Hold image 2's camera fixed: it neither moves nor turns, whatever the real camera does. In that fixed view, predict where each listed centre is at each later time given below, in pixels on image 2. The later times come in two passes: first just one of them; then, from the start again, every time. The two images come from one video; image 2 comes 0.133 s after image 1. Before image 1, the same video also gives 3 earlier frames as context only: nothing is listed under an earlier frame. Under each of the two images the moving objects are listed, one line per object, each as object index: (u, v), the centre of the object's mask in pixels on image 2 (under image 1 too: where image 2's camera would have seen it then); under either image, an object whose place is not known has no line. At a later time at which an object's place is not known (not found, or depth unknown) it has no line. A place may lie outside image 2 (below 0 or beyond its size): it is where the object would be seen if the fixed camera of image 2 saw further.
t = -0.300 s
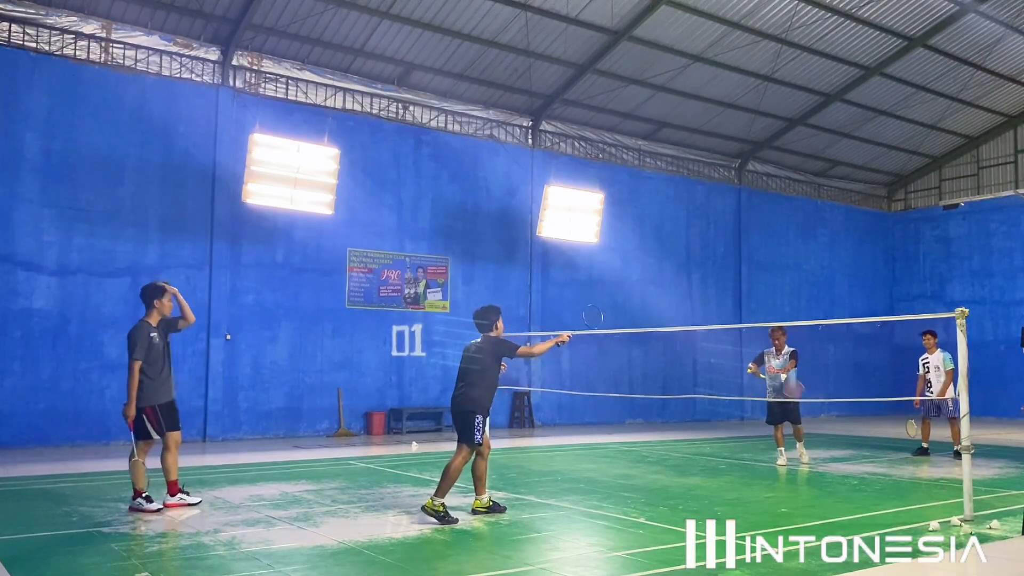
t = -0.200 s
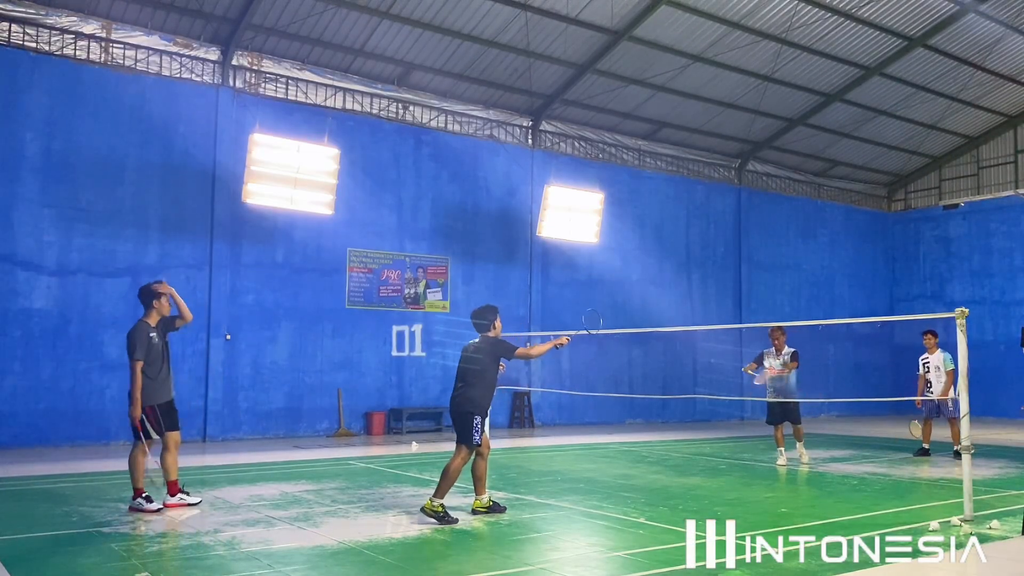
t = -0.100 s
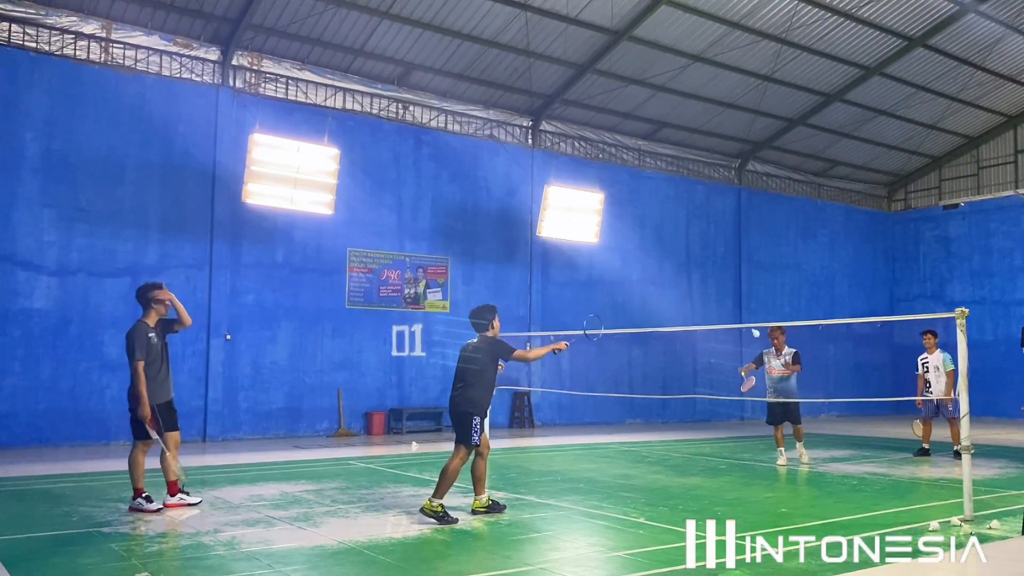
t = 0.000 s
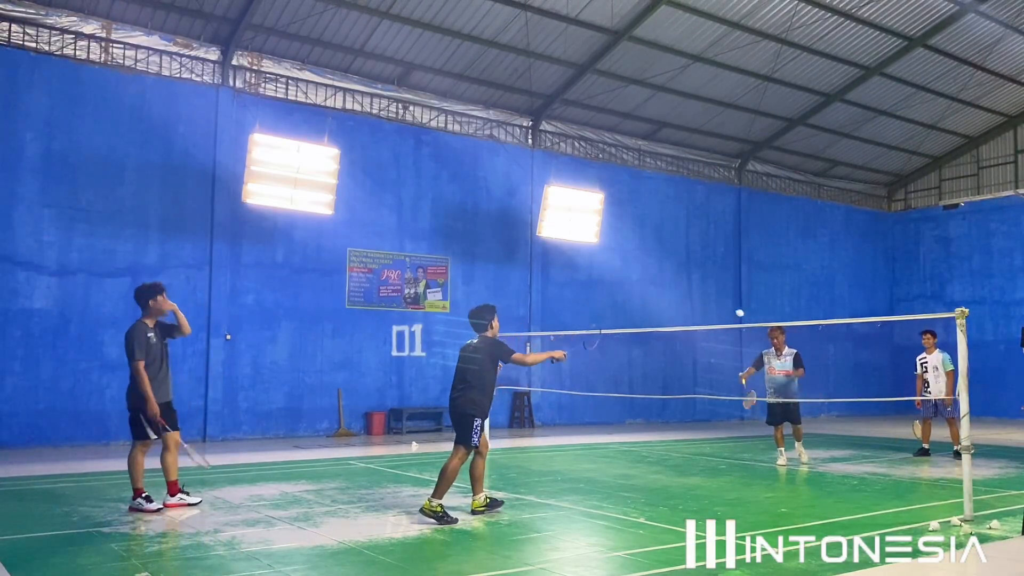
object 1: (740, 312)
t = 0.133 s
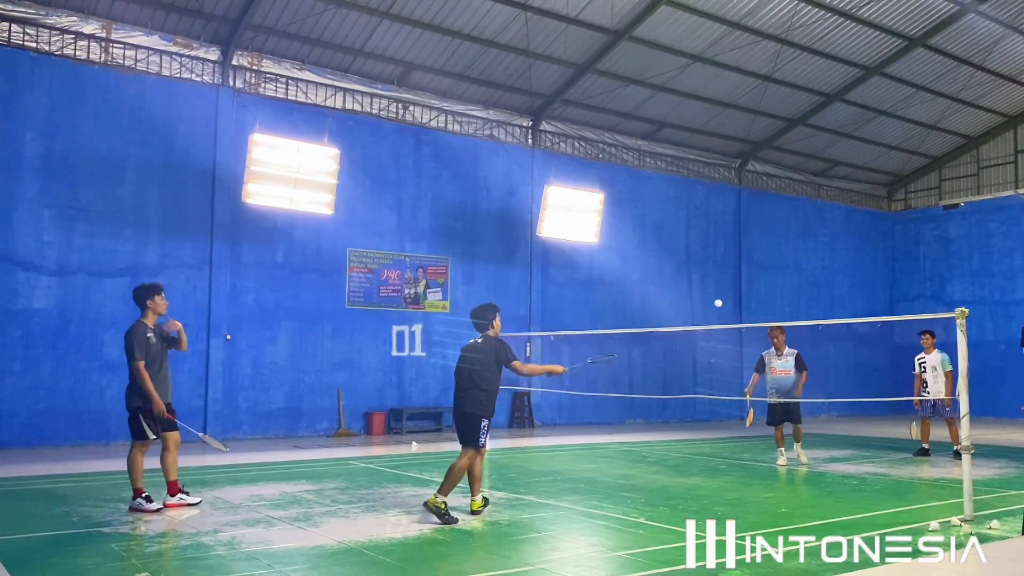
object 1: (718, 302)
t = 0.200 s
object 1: (708, 303)
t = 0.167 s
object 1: (713, 301)
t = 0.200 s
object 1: (708, 303)
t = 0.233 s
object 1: (703, 306)
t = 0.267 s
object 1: (699, 310)
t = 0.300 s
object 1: (694, 315)
